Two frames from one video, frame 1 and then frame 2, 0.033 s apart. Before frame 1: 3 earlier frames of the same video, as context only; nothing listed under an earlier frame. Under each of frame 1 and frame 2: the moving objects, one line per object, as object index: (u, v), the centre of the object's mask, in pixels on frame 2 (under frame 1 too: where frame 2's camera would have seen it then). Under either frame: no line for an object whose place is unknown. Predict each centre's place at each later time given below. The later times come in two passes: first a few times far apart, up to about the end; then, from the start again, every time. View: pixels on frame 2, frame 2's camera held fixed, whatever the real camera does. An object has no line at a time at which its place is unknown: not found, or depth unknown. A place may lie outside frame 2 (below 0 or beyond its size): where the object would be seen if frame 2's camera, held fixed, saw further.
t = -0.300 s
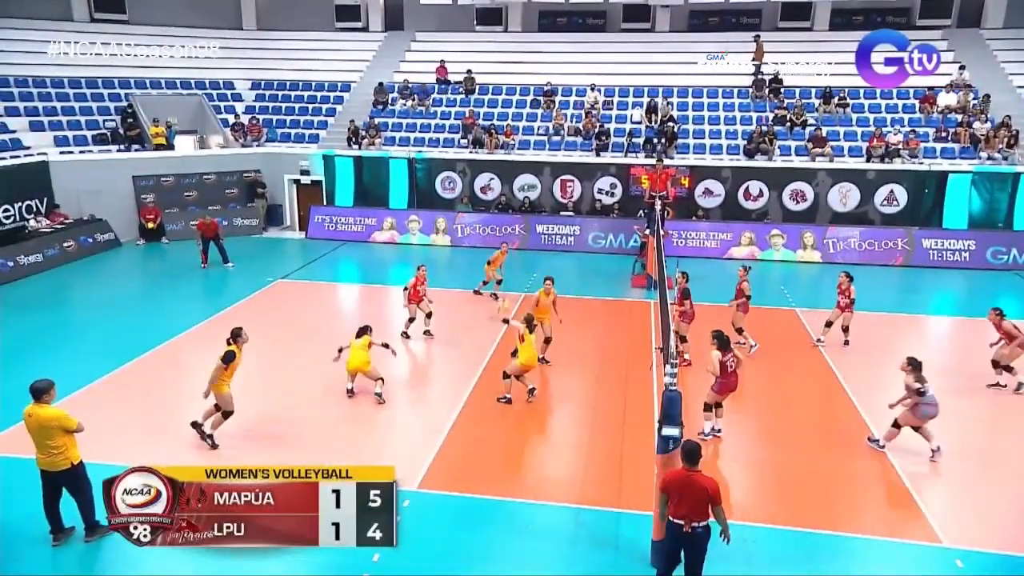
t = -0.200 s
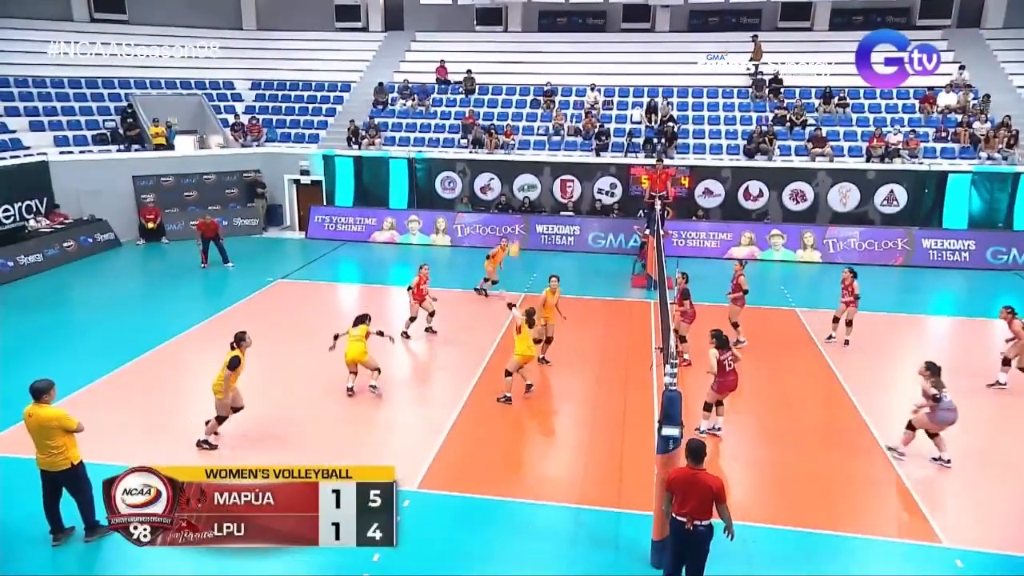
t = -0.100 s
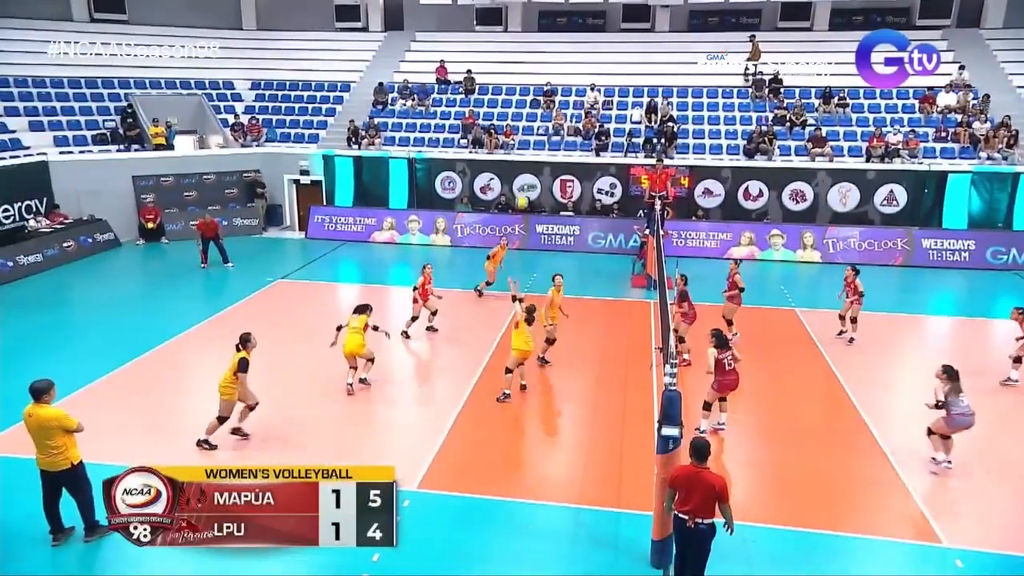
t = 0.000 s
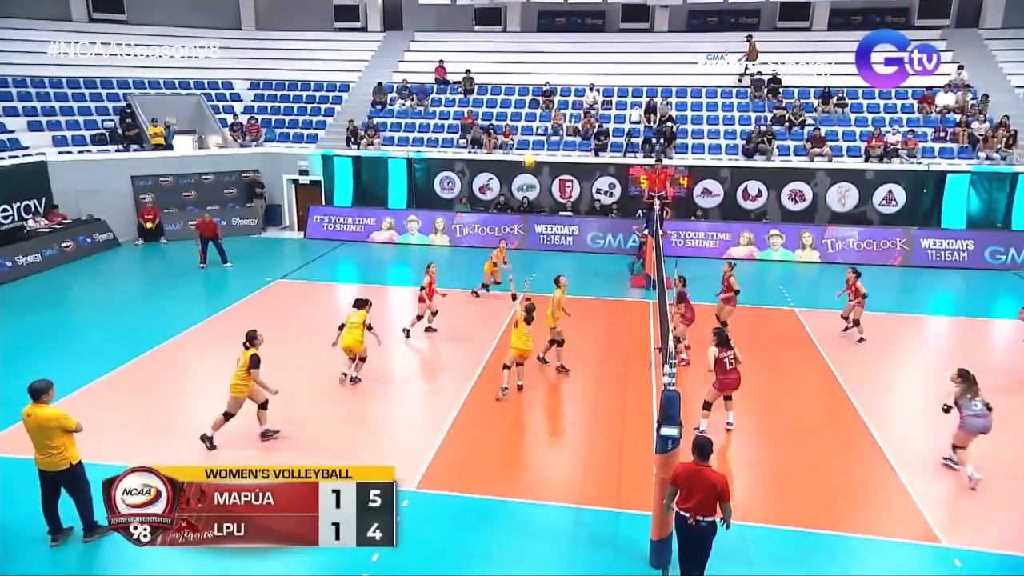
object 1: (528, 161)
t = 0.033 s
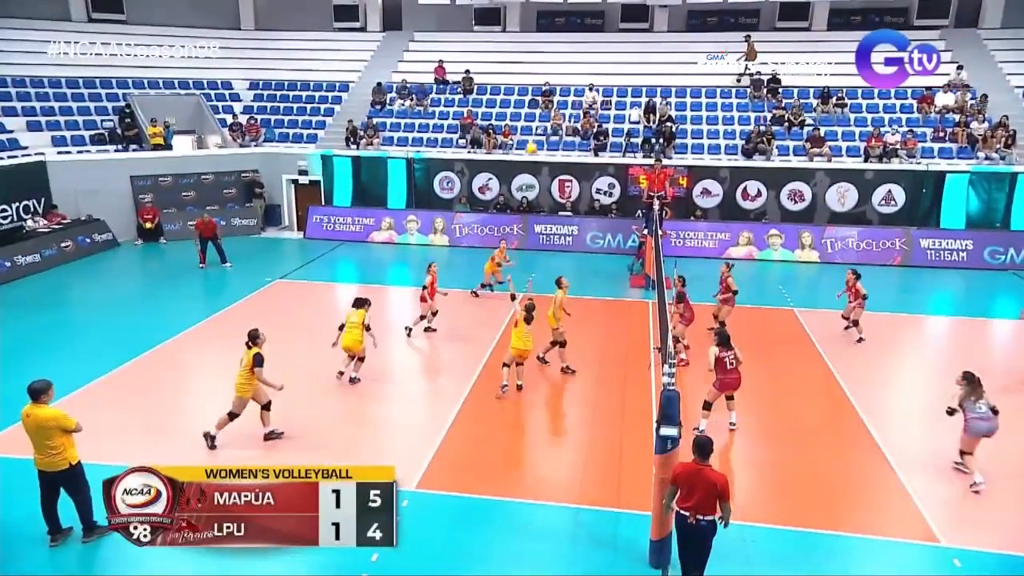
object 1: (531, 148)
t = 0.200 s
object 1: (545, 102)
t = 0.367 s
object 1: (556, 75)
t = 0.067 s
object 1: (534, 137)
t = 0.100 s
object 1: (536, 128)
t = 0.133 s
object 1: (538, 116)
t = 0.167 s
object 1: (541, 108)
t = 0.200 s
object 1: (545, 102)
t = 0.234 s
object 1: (548, 95)
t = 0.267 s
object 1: (549, 90)
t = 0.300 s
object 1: (552, 84)
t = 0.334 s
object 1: (554, 79)
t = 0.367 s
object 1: (556, 75)
